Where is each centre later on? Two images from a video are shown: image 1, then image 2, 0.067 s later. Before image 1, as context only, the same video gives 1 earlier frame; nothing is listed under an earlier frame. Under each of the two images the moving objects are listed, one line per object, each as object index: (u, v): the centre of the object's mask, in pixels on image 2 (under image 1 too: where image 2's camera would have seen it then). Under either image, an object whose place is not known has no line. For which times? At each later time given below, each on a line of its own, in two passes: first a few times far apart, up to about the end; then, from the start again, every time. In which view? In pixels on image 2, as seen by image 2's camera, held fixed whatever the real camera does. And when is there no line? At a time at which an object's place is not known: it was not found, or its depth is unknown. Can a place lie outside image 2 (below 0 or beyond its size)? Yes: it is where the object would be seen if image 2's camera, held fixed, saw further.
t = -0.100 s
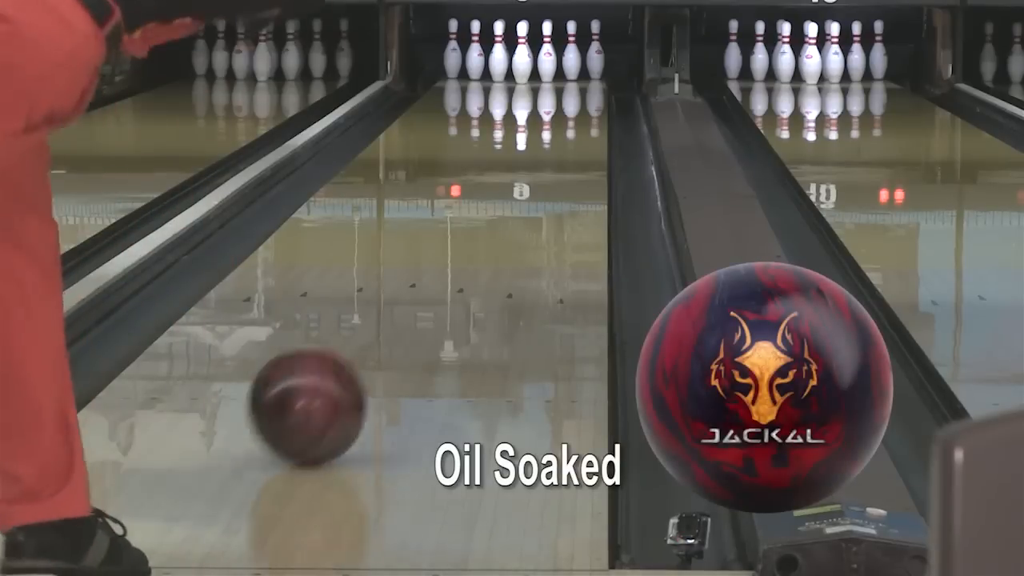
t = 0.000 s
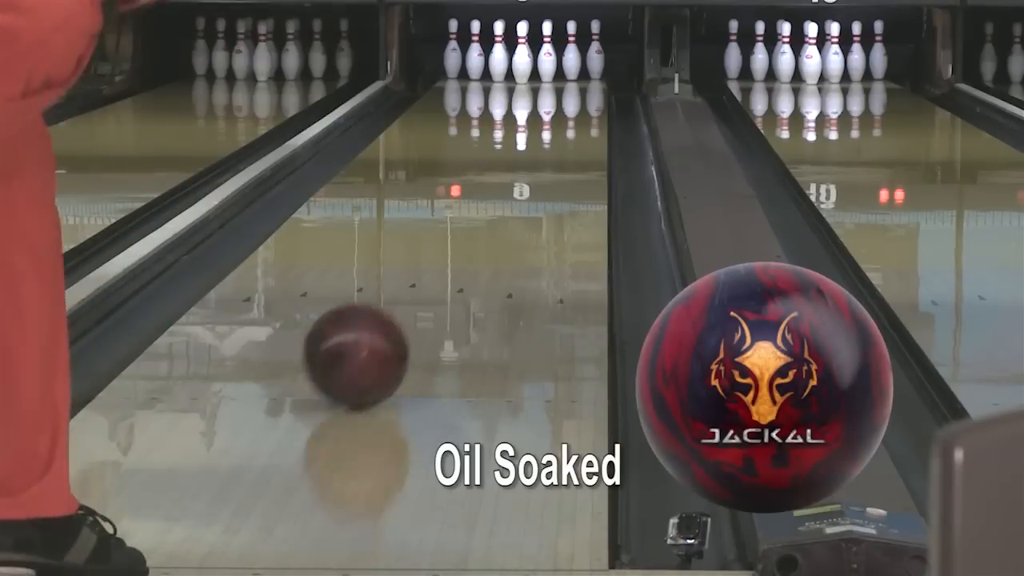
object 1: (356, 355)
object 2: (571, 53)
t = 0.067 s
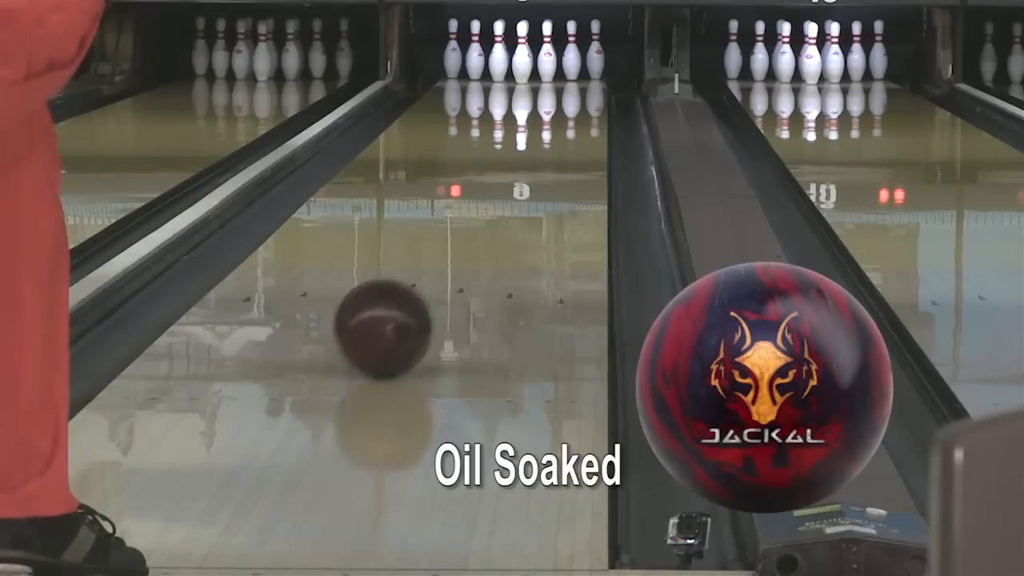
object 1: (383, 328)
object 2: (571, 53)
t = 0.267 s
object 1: (444, 263)
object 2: (571, 53)
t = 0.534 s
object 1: (498, 206)
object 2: (571, 53)
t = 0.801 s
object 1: (532, 163)
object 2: (571, 53)
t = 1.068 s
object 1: (552, 132)
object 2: (571, 53)
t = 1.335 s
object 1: (564, 109)
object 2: (571, 53)
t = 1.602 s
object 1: (566, 91)
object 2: (572, 49)
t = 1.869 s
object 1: (553, 77)
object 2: (572, 50)
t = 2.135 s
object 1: (536, 65)
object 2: (576, 53)
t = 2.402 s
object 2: (593, 50)
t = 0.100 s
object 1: (395, 315)
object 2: (571, 53)
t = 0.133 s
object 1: (405, 303)
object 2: (571, 53)
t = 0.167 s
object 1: (417, 292)
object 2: (571, 53)
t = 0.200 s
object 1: (427, 281)
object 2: (571, 53)
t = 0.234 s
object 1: (436, 272)
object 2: (571, 53)
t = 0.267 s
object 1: (444, 263)
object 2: (571, 53)
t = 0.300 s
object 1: (453, 255)
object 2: (571, 53)
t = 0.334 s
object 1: (460, 247)
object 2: (571, 53)
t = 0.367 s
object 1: (468, 240)
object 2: (571, 53)
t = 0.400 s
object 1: (475, 233)
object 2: (571, 53)
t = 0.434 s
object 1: (481, 226)
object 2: (571, 53)
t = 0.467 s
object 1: (487, 219)
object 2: (571, 53)
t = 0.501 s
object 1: (493, 212)
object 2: (571, 53)
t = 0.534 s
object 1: (498, 206)
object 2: (571, 53)
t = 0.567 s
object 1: (503, 199)
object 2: (571, 53)
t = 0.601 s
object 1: (509, 193)
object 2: (571, 53)
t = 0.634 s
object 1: (513, 187)
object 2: (571, 53)
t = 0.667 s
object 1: (517, 182)
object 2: (571, 53)
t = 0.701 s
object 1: (521, 177)
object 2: (571, 53)
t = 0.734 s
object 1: (525, 172)
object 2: (571, 53)
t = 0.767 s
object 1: (528, 167)
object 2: (571, 53)
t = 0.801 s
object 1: (532, 163)
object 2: (571, 53)
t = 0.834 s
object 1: (535, 158)
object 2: (571, 53)
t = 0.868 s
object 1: (538, 154)
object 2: (571, 53)
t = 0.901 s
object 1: (541, 151)
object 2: (571, 53)
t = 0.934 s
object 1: (544, 147)
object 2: (571, 53)
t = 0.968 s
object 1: (546, 143)
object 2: (571, 53)
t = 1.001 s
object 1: (548, 139)
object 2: (571, 53)
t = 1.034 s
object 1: (550, 135)
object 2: (571, 53)
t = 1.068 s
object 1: (552, 132)
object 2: (571, 53)
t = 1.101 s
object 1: (554, 129)
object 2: (571, 53)
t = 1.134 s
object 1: (556, 126)
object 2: (571, 53)
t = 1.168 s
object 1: (558, 123)
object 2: (571, 53)
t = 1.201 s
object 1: (560, 120)
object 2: (571, 53)
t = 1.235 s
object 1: (561, 117)
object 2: (571, 53)
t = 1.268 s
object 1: (562, 114)
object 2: (571, 53)
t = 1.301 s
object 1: (563, 111)
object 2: (571, 53)
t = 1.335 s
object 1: (564, 109)
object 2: (571, 53)
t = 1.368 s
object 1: (565, 106)
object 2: (571, 53)
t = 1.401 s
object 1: (566, 104)
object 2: (571, 52)
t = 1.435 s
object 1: (567, 102)
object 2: (571, 52)
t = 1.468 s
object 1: (567, 100)
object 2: (571, 52)
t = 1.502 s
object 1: (567, 97)
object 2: (571, 51)
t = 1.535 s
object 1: (567, 95)
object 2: (571, 50)
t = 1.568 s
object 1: (567, 93)
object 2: (571, 50)
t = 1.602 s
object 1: (566, 91)
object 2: (572, 49)
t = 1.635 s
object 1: (565, 89)
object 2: (572, 48)
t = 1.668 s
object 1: (564, 87)
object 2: (572, 48)
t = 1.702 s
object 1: (563, 85)
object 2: (572, 47)
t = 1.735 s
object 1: (562, 83)
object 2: (572, 47)
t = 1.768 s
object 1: (560, 81)
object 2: (572, 47)
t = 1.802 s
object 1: (557, 79)
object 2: (572, 48)
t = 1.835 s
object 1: (555, 78)
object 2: (572, 49)
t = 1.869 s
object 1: (553, 77)
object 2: (572, 50)
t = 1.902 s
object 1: (550, 75)
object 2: (572, 51)
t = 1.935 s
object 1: (547, 73)
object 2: (572, 52)
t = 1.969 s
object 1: (544, 71)
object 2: (571, 53)
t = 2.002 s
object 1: (540, 69)
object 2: (571, 53)
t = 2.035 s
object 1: (537, 68)
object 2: (571, 53)
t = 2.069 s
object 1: (536, 67)
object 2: (571, 53)
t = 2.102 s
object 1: (537, 66)
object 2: (571, 53)
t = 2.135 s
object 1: (536, 65)
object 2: (576, 53)
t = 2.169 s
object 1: (535, 65)
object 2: (590, 53)
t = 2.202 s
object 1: (535, 65)
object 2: (610, 50)
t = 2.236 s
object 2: (617, 51)
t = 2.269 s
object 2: (608, 51)
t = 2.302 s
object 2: (601, 45)
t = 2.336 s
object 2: (598, 45)
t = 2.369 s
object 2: (594, 50)
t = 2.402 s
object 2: (593, 50)
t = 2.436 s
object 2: (591, 56)
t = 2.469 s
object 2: (589, 63)
